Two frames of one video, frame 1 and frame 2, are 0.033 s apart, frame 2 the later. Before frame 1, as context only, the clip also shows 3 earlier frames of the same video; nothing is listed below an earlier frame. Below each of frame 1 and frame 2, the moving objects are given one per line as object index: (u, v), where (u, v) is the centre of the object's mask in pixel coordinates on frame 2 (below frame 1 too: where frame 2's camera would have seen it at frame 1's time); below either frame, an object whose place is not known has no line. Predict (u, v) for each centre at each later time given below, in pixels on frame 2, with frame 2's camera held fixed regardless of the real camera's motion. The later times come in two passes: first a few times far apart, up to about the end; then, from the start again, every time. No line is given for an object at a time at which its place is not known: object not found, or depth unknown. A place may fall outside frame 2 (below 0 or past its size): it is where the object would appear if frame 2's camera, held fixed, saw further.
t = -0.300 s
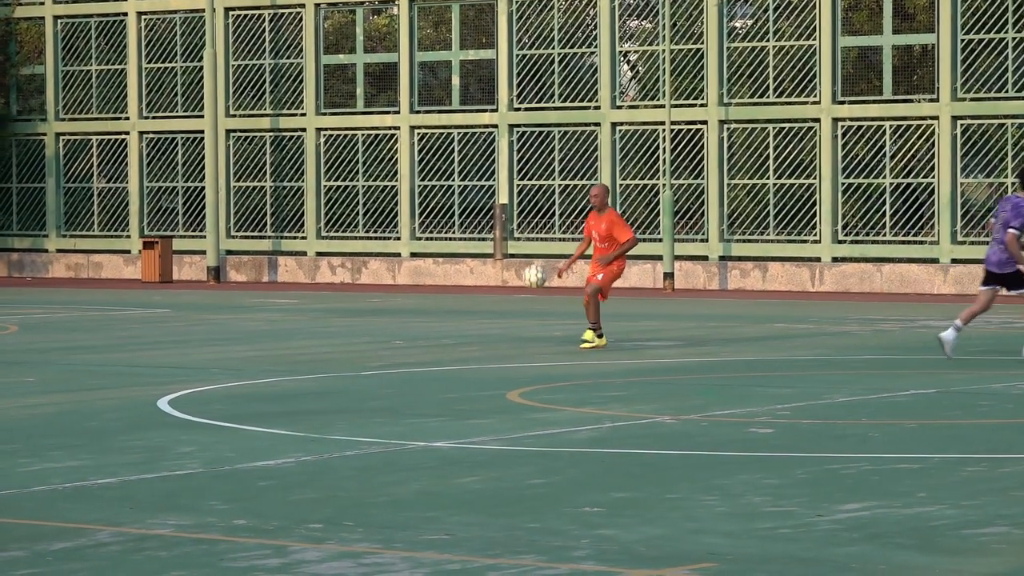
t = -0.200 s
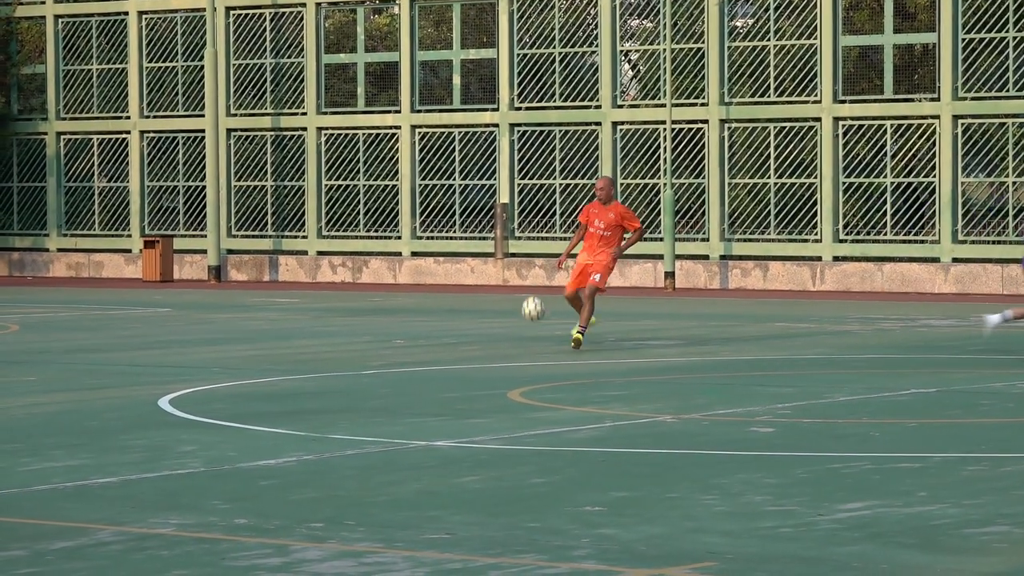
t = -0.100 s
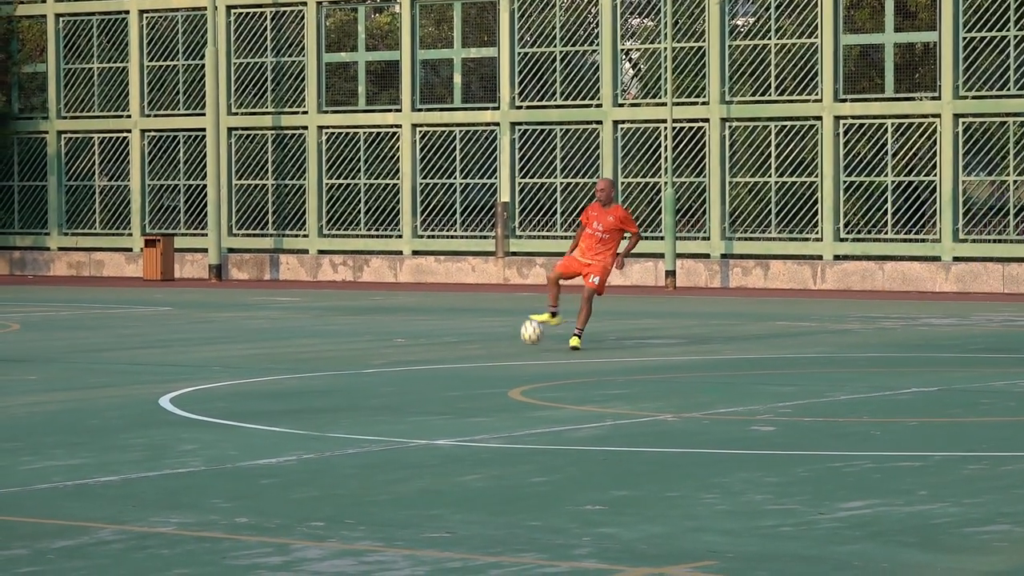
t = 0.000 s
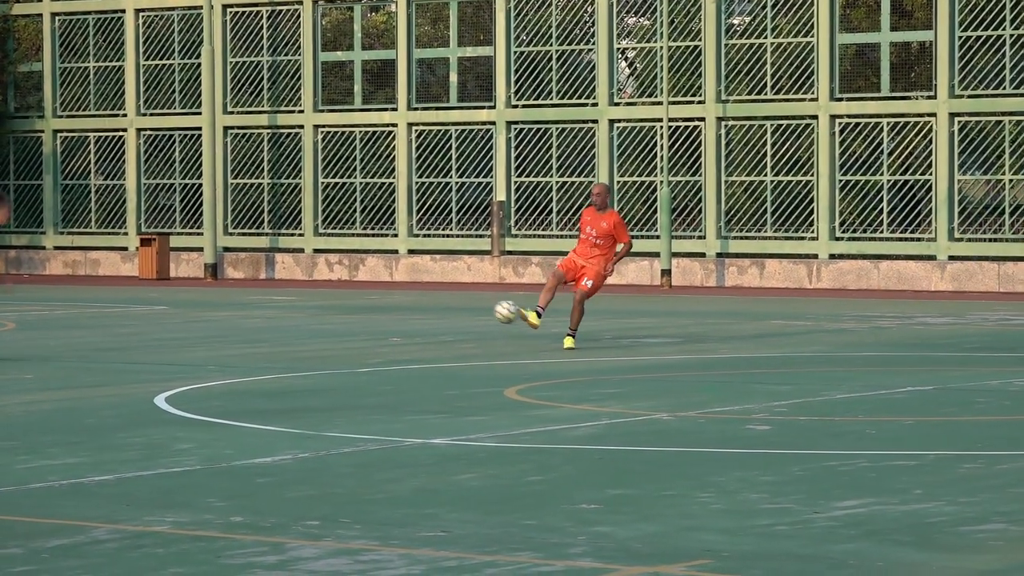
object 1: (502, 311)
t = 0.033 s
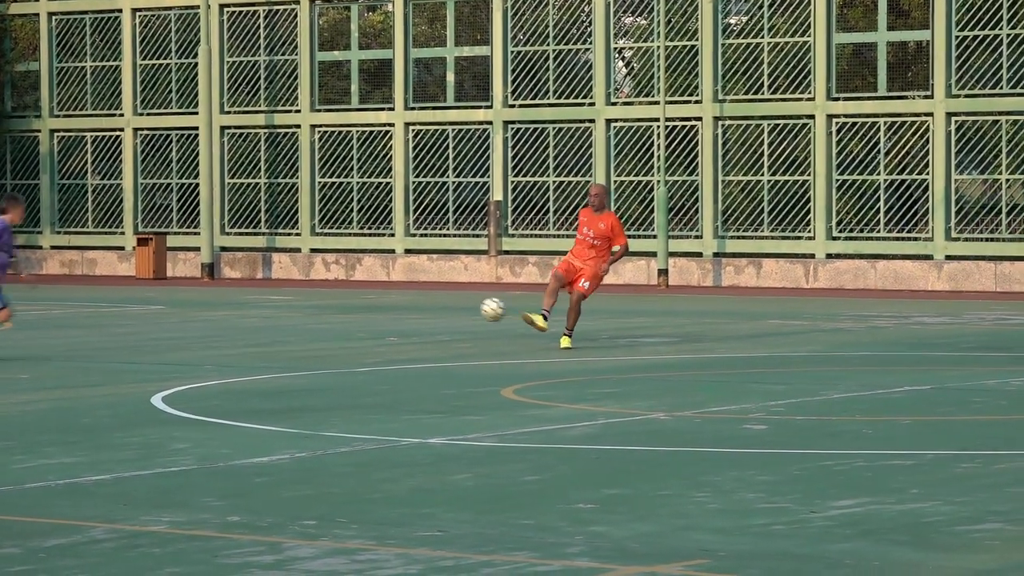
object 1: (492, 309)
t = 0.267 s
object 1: (417, 331)
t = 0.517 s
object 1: (337, 348)
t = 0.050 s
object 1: (487, 309)
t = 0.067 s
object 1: (481, 308)
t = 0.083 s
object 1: (476, 308)
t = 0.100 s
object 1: (471, 308)
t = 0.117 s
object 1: (465, 309)
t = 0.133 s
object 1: (460, 310)
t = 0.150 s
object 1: (455, 311)
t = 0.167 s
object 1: (449, 313)
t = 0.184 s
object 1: (444, 315)
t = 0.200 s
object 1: (438, 317)
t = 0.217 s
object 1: (433, 320)
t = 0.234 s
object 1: (428, 323)
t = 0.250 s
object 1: (422, 327)
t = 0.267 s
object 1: (417, 331)
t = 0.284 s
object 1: (411, 335)
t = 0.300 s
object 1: (405, 339)
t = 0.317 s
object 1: (400, 344)
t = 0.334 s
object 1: (394, 350)
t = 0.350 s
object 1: (388, 355)
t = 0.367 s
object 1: (382, 362)
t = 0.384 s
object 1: (375, 369)
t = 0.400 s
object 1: (370, 367)
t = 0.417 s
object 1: (366, 363)
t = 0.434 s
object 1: (361, 360)
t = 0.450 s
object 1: (356, 357)
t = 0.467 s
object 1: (351, 354)
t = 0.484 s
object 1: (347, 352)
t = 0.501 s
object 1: (342, 350)
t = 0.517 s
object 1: (337, 348)
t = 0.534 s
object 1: (333, 347)
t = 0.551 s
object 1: (327, 346)
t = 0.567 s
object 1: (322, 346)
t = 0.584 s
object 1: (317, 346)
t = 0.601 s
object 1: (313, 346)
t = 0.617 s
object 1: (308, 347)
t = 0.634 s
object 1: (302, 348)
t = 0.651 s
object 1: (297, 350)
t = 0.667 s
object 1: (292, 352)
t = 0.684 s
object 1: (286, 355)
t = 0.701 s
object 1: (281, 357)
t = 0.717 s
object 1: (275, 361)
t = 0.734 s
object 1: (270, 364)
